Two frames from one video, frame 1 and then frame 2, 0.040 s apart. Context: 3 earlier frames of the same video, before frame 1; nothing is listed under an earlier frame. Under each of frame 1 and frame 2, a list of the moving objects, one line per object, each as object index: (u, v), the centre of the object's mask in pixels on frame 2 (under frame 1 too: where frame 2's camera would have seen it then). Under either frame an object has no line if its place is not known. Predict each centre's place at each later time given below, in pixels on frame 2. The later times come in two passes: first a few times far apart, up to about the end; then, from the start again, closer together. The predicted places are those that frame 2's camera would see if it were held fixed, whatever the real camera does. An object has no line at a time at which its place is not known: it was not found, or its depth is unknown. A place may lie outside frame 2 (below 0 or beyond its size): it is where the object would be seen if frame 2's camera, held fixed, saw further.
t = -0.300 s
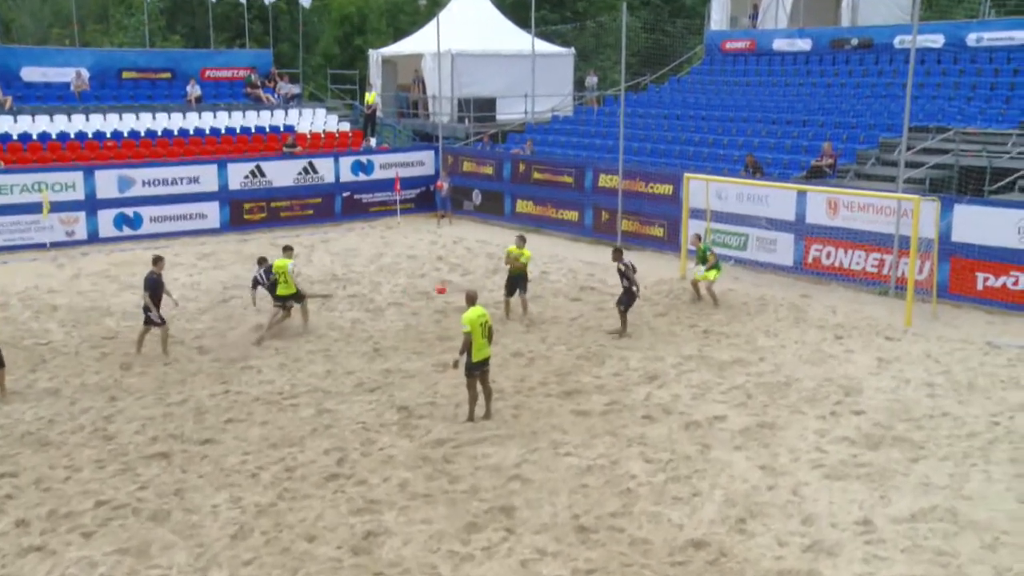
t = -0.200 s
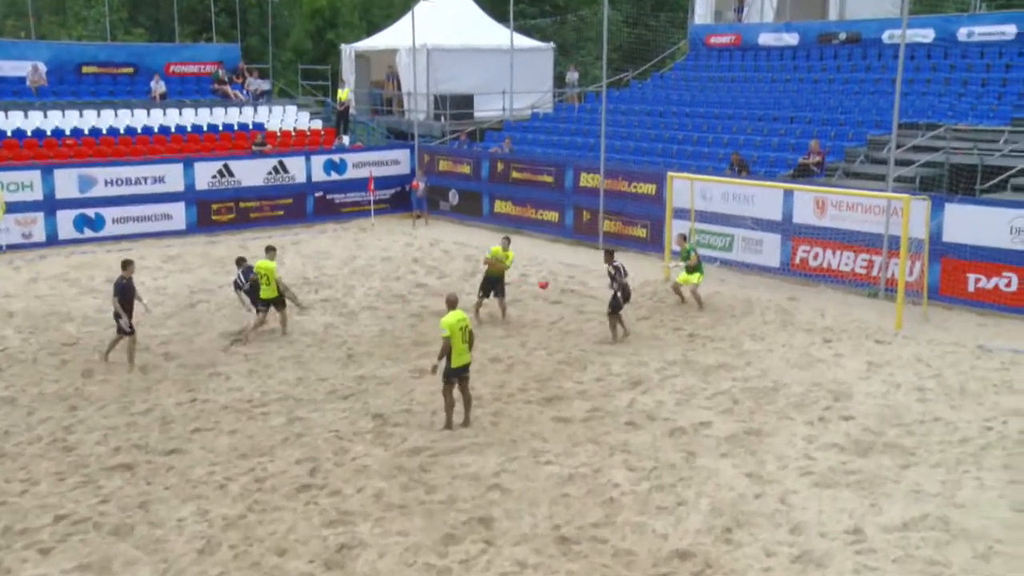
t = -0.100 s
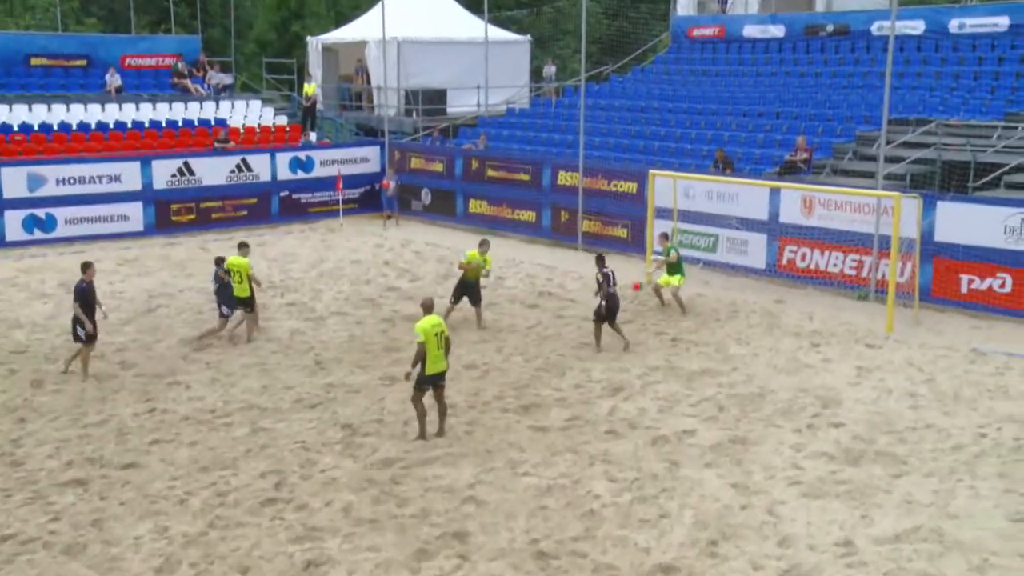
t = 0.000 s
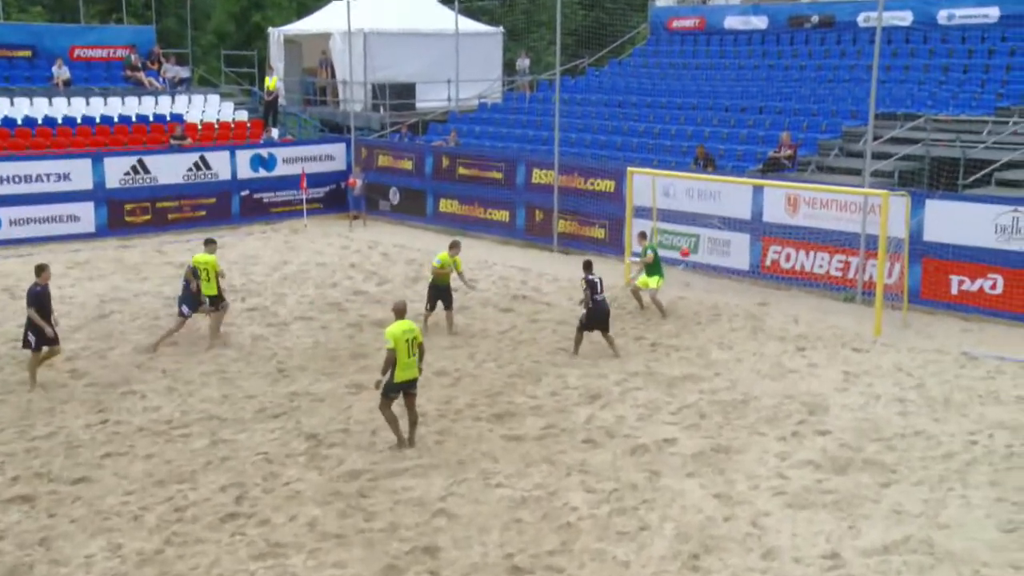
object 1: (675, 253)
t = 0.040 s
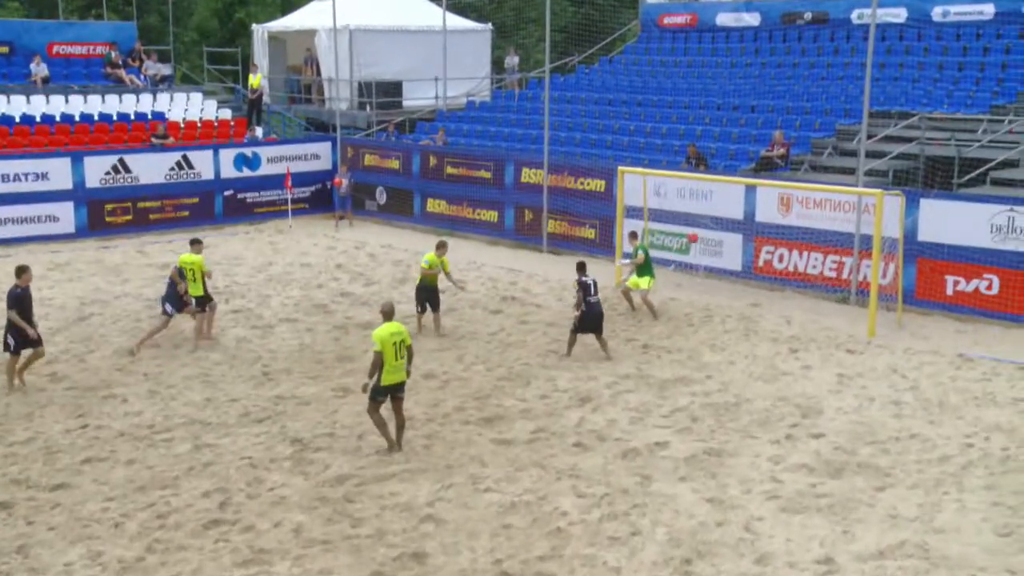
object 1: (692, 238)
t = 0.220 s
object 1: (716, 202)
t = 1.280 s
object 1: (767, 326)
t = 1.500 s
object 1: (766, 326)
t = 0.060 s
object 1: (698, 231)
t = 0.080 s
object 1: (702, 225)
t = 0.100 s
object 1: (704, 219)
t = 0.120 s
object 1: (707, 217)
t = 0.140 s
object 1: (707, 213)
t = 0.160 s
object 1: (710, 210)
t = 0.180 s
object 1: (712, 208)
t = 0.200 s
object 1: (714, 204)
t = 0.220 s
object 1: (716, 202)
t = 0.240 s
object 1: (717, 201)
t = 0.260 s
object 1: (718, 200)
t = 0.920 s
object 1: (762, 294)
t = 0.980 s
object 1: (767, 315)
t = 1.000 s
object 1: (768, 322)
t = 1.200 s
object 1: (768, 325)
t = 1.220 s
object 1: (768, 324)
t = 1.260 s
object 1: (768, 326)
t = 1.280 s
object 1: (767, 326)
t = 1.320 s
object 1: (768, 326)
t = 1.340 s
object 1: (767, 326)
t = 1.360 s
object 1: (767, 326)
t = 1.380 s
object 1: (767, 326)
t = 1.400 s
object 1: (767, 326)
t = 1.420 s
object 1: (767, 326)
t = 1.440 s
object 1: (767, 326)
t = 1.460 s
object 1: (767, 326)
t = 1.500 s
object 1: (766, 326)
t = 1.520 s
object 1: (766, 327)
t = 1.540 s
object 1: (767, 326)
